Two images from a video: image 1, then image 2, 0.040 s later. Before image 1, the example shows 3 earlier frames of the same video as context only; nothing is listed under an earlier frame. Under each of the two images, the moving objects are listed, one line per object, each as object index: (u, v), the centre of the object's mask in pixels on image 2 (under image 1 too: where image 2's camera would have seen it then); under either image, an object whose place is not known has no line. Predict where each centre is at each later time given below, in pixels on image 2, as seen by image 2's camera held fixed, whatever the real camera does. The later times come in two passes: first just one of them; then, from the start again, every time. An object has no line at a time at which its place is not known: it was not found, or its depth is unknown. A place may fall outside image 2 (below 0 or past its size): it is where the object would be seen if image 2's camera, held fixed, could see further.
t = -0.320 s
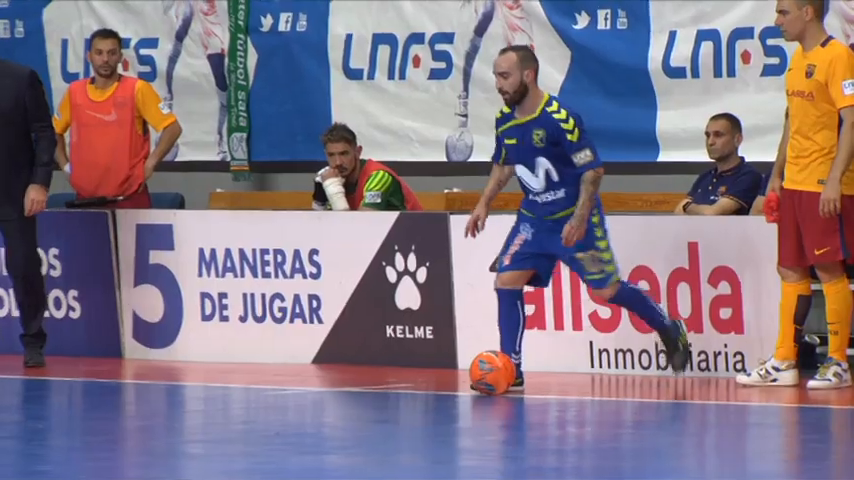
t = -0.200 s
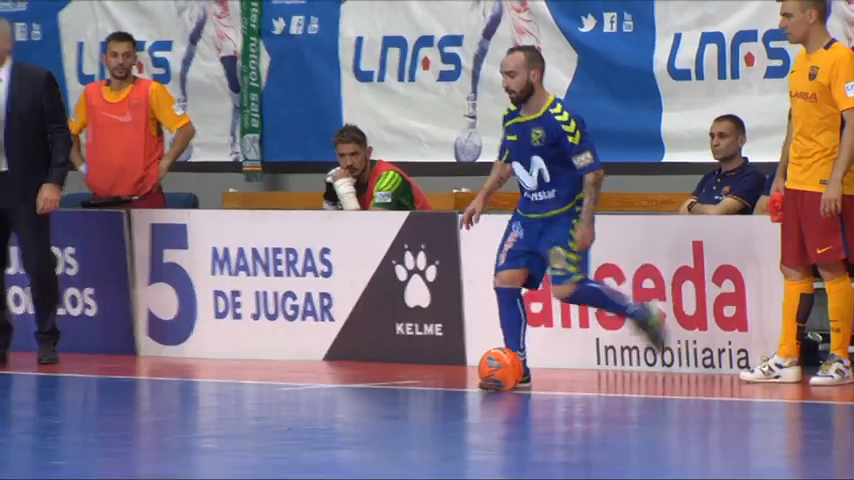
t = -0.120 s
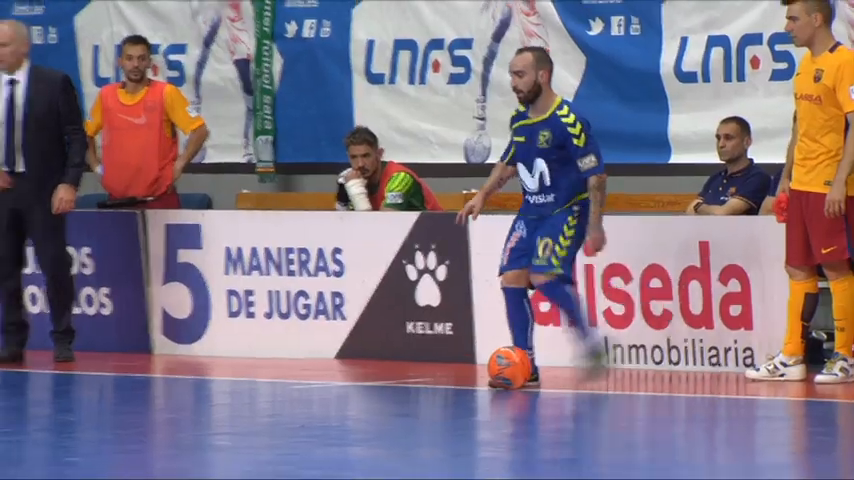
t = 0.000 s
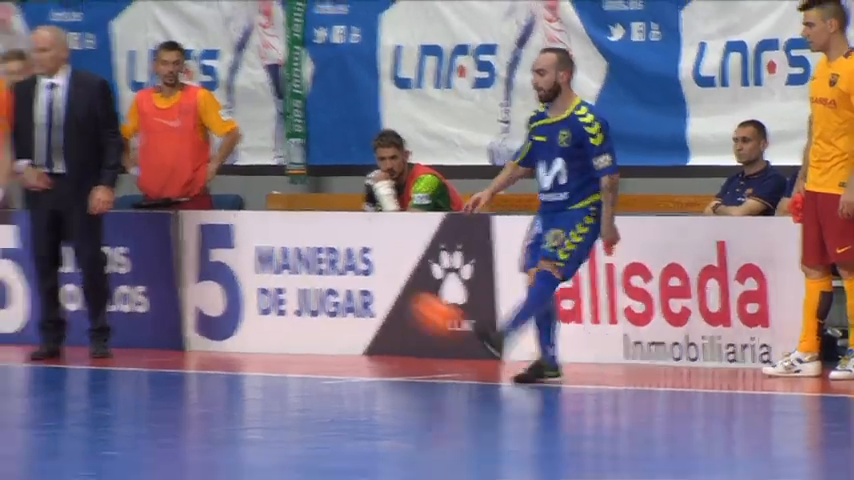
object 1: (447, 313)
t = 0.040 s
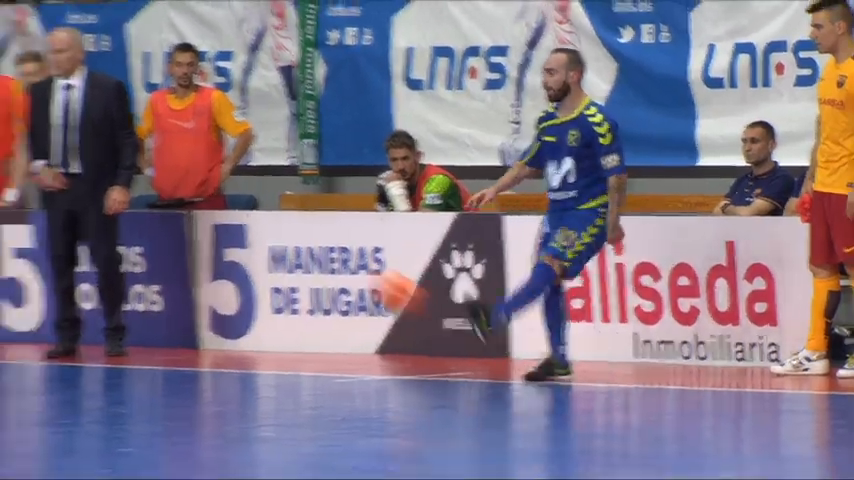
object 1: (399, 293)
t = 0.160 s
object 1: (240, 225)
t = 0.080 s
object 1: (343, 267)
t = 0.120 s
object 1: (292, 247)
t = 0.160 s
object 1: (240, 225)
